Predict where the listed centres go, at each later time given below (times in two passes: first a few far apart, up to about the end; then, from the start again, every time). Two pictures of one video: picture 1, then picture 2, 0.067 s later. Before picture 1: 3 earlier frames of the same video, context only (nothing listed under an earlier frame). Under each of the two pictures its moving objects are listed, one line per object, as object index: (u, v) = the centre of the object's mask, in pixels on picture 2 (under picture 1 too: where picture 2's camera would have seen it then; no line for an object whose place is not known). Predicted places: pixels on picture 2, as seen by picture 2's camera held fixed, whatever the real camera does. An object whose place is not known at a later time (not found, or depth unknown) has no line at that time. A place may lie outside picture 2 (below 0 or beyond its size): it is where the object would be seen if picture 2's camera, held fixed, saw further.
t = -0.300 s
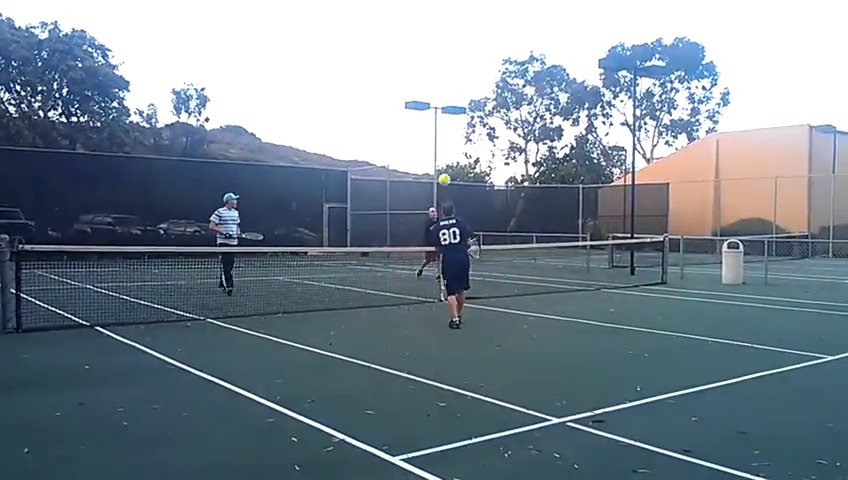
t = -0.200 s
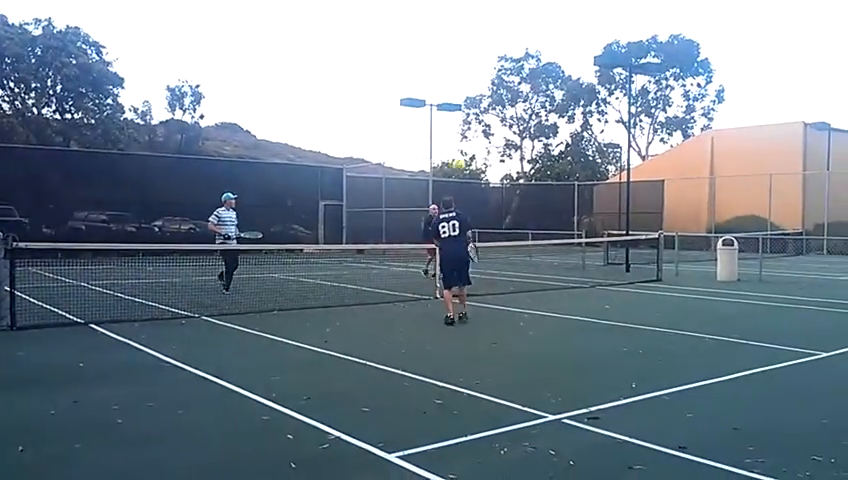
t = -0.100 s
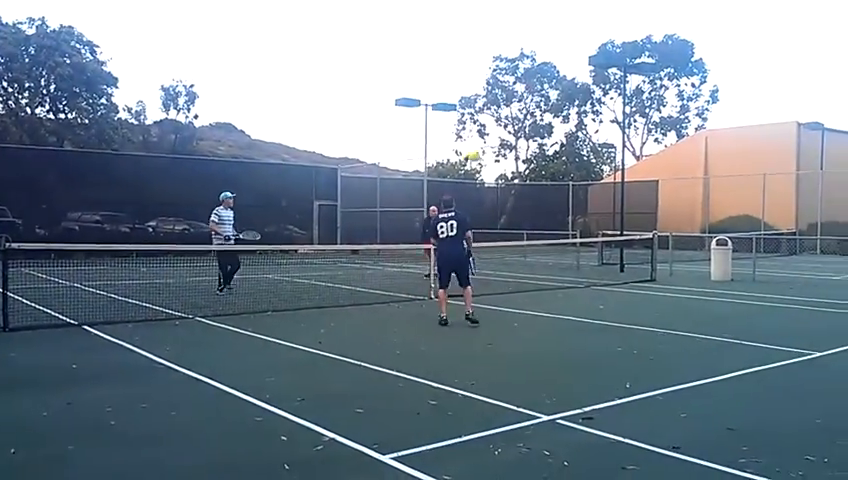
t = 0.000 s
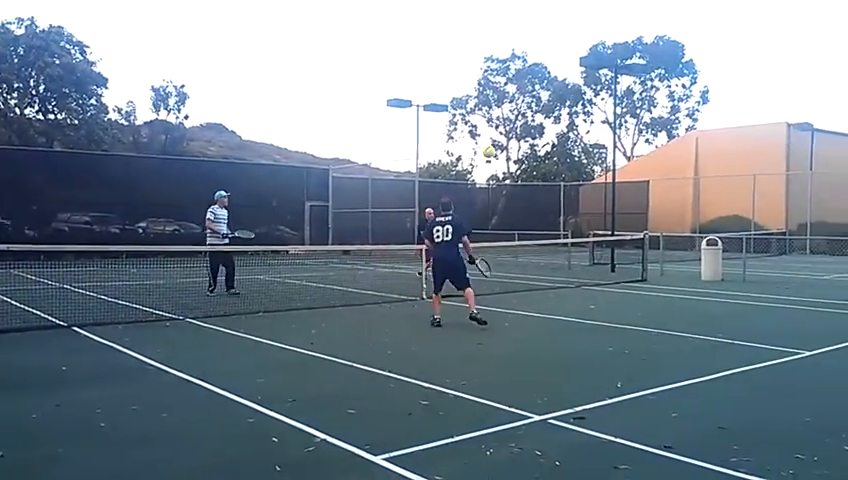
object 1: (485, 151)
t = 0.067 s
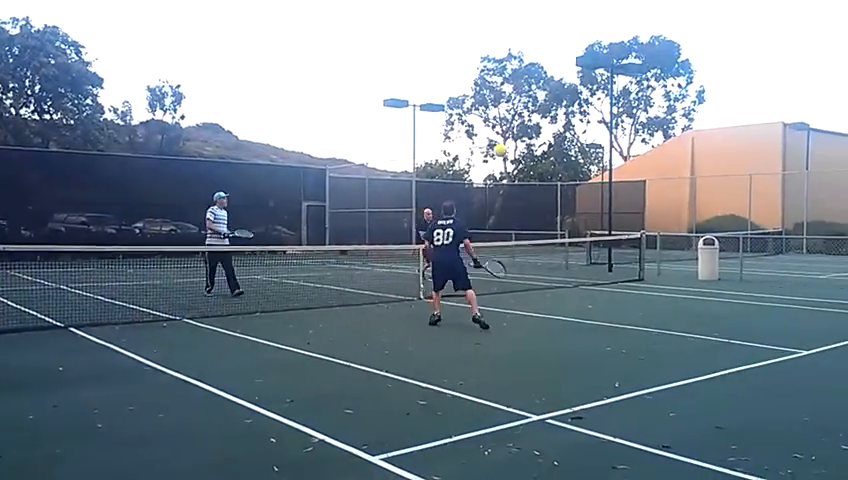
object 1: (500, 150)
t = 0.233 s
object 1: (543, 159)
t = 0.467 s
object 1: (612, 201)
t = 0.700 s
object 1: (697, 289)
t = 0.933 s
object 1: (748, 259)
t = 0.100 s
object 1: (507, 151)
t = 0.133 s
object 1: (517, 152)
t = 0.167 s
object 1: (525, 153)
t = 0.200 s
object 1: (534, 156)
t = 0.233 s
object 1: (543, 159)
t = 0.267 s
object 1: (552, 163)
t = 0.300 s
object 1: (561, 167)
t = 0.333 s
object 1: (571, 172)
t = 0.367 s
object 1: (581, 177)
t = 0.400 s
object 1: (591, 184)
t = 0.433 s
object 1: (602, 192)
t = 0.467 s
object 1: (612, 201)
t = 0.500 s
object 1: (623, 211)
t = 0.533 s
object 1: (634, 221)
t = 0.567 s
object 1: (646, 232)
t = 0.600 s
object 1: (658, 245)
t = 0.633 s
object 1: (671, 258)
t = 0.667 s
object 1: (684, 273)
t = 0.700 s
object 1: (697, 289)
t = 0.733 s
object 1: (713, 307)
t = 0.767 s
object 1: (724, 313)
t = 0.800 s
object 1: (728, 301)
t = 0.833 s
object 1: (733, 289)
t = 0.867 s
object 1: (738, 278)
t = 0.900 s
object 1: (743, 269)
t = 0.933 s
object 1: (748, 259)
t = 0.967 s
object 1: (753, 251)
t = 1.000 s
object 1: (758, 242)
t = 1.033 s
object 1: (765, 235)
